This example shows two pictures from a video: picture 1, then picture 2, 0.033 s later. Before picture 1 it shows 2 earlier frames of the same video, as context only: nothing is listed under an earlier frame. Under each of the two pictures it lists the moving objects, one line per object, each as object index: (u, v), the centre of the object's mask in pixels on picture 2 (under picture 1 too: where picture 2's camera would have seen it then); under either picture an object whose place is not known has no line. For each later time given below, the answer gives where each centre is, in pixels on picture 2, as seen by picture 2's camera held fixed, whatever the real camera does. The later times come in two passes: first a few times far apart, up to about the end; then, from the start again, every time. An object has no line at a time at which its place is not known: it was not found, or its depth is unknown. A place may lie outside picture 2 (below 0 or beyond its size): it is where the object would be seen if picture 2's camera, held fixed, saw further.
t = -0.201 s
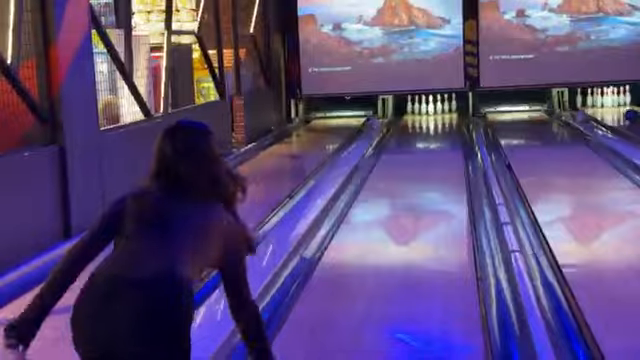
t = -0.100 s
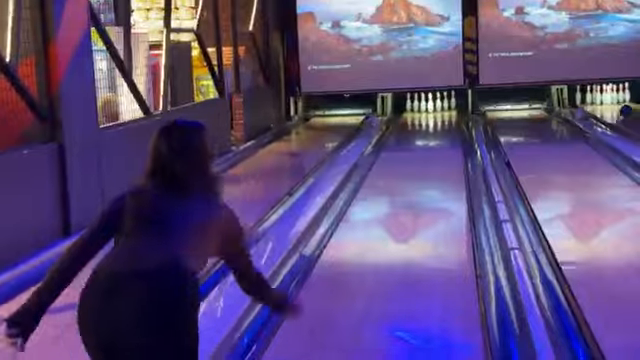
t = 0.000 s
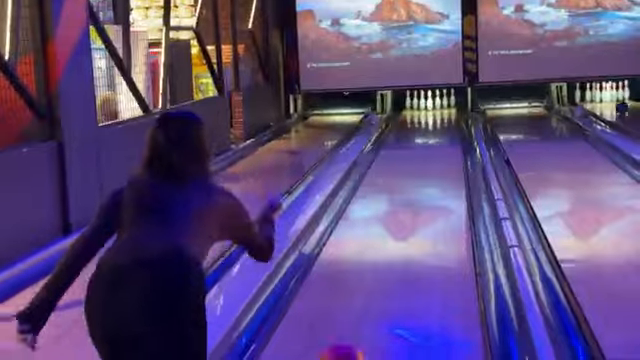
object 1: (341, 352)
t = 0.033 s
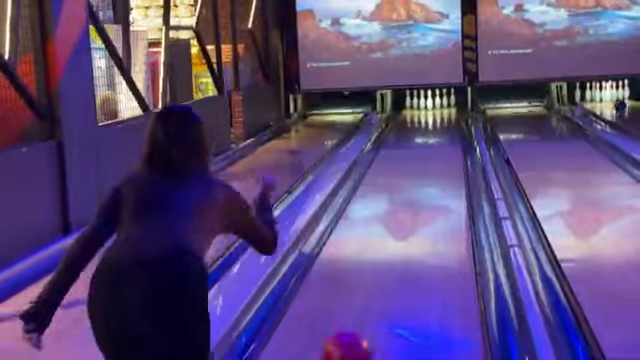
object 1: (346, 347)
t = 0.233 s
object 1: (371, 295)
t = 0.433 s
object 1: (387, 254)
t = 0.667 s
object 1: (400, 220)
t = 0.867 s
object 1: (407, 199)
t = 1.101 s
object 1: (414, 180)
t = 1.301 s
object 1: (419, 168)
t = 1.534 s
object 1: (423, 157)
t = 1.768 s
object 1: (426, 147)
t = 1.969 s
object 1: (429, 141)
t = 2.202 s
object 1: (431, 134)
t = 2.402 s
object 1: (432, 129)
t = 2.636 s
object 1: (434, 124)
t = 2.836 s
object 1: (435, 121)
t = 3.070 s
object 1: (436, 117)
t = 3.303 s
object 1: (437, 113)
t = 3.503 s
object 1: (437, 110)
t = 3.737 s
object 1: (438, 107)
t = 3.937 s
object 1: (439, 103)
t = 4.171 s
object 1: (442, 102)
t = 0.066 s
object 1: (351, 341)
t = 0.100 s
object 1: (356, 331)
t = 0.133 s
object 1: (360, 323)
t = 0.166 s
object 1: (364, 313)
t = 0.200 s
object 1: (367, 303)
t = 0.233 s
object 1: (371, 295)
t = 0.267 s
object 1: (374, 287)
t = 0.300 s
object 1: (377, 279)
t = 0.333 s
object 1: (380, 272)
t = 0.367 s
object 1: (383, 265)
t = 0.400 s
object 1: (385, 259)
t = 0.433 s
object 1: (387, 254)
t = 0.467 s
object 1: (389, 248)
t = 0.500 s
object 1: (391, 243)
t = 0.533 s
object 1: (393, 238)
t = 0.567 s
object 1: (395, 233)
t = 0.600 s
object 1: (397, 228)
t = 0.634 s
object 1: (398, 224)
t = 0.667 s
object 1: (400, 220)
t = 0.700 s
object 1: (401, 216)
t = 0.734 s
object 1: (403, 213)
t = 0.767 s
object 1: (404, 209)
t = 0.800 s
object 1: (405, 206)
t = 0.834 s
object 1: (406, 202)
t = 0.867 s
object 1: (407, 199)
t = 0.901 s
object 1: (408, 196)
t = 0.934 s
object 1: (410, 194)
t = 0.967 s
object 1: (411, 191)
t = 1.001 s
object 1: (412, 188)
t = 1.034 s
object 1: (413, 185)
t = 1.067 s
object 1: (414, 183)
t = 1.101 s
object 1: (414, 180)
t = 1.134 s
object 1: (415, 178)
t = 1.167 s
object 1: (416, 176)
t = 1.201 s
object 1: (417, 174)
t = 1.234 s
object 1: (418, 172)
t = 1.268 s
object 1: (418, 170)
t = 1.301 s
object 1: (419, 168)
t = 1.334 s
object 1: (419, 167)
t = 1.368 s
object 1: (420, 165)
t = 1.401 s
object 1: (421, 163)
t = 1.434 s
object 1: (421, 162)
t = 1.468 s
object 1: (422, 160)
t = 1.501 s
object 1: (423, 159)
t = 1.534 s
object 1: (423, 157)
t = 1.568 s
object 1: (424, 155)
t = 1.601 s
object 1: (424, 154)
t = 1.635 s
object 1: (424, 153)
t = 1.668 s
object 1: (425, 151)
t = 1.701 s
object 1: (425, 150)
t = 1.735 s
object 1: (426, 148)
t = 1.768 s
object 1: (426, 147)
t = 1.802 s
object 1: (427, 146)
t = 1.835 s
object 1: (427, 145)
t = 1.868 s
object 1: (428, 144)
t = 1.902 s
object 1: (428, 143)
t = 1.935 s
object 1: (429, 142)
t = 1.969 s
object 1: (429, 141)
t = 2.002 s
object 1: (429, 139)
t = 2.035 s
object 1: (429, 139)
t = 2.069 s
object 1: (430, 138)
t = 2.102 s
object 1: (430, 137)
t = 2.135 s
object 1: (431, 135)
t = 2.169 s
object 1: (431, 135)
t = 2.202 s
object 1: (431, 134)
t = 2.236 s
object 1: (431, 133)
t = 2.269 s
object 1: (432, 132)
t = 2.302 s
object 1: (432, 132)
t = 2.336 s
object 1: (432, 131)
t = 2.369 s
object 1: (432, 130)
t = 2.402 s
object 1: (432, 129)
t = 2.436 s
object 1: (433, 129)
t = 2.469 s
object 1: (433, 128)
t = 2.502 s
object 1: (433, 127)
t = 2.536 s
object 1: (434, 126)
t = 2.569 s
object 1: (434, 126)
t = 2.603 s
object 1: (434, 125)
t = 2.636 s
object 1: (434, 124)
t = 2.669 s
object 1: (434, 124)
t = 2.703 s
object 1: (434, 123)
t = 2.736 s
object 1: (434, 122)
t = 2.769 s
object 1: (435, 122)
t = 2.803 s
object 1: (435, 121)
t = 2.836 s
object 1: (435, 121)
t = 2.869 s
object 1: (435, 120)
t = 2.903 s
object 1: (435, 119)
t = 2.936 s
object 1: (435, 119)
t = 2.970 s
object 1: (436, 118)
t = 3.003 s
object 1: (436, 117)
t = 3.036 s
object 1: (436, 117)
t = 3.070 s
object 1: (436, 117)
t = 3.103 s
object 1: (436, 116)
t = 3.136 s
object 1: (436, 115)
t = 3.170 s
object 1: (436, 115)
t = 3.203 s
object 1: (437, 114)
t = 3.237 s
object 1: (437, 114)
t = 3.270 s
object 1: (437, 114)
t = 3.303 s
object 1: (437, 113)
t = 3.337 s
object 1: (437, 112)
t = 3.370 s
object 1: (437, 112)
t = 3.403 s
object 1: (437, 111)
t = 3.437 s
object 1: (437, 111)
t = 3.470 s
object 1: (437, 111)
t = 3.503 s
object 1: (437, 110)
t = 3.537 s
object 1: (437, 109)
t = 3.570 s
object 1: (437, 109)
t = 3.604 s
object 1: (438, 108)
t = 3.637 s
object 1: (438, 108)
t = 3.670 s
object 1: (438, 108)
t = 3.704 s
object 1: (438, 107)
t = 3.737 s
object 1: (438, 107)
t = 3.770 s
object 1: (438, 106)
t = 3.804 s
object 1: (438, 105)
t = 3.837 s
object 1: (438, 105)
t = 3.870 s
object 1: (438, 104)
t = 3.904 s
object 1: (438, 104)
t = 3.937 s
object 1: (439, 103)
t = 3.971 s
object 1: (439, 103)
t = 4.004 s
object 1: (440, 103)
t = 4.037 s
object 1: (441, 103)
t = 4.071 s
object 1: (441, 103)
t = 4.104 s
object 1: (442, 103)
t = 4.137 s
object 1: (442, 103)
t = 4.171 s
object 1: (442, 102)
